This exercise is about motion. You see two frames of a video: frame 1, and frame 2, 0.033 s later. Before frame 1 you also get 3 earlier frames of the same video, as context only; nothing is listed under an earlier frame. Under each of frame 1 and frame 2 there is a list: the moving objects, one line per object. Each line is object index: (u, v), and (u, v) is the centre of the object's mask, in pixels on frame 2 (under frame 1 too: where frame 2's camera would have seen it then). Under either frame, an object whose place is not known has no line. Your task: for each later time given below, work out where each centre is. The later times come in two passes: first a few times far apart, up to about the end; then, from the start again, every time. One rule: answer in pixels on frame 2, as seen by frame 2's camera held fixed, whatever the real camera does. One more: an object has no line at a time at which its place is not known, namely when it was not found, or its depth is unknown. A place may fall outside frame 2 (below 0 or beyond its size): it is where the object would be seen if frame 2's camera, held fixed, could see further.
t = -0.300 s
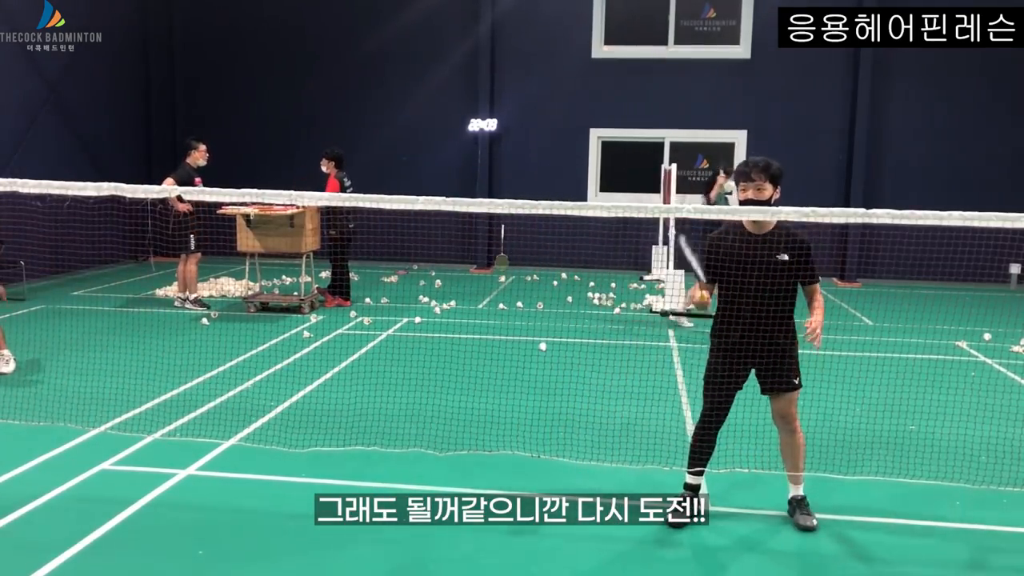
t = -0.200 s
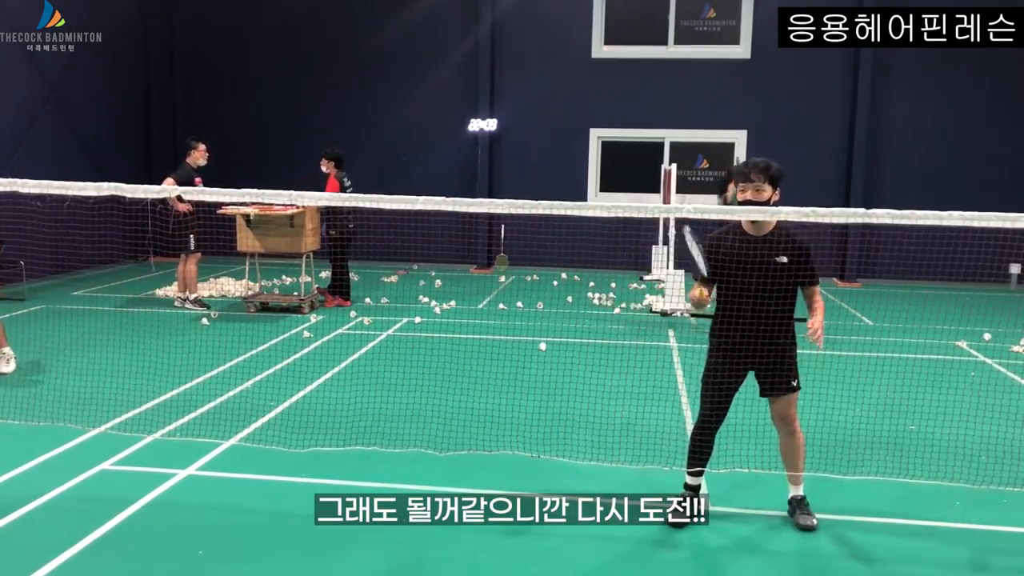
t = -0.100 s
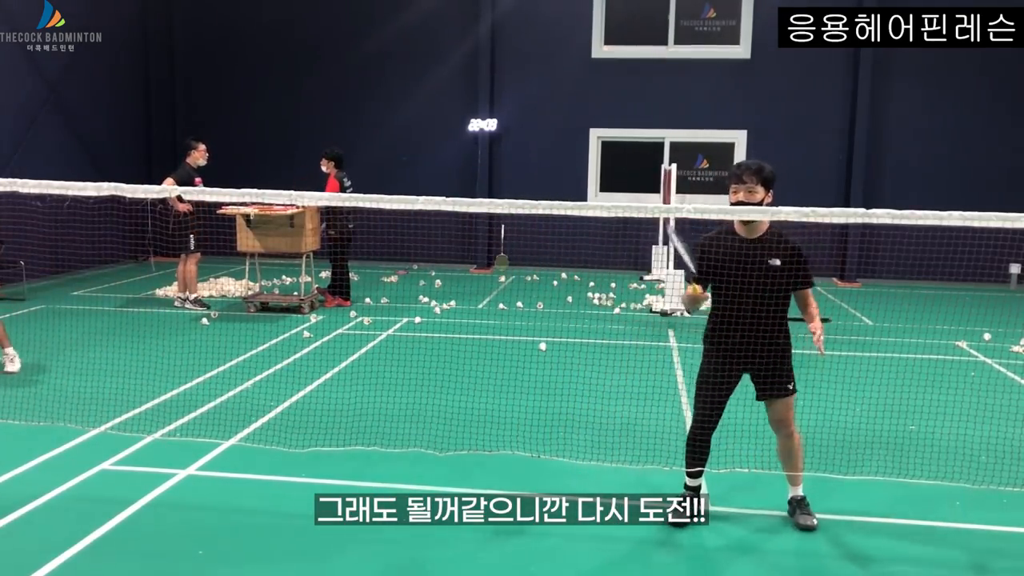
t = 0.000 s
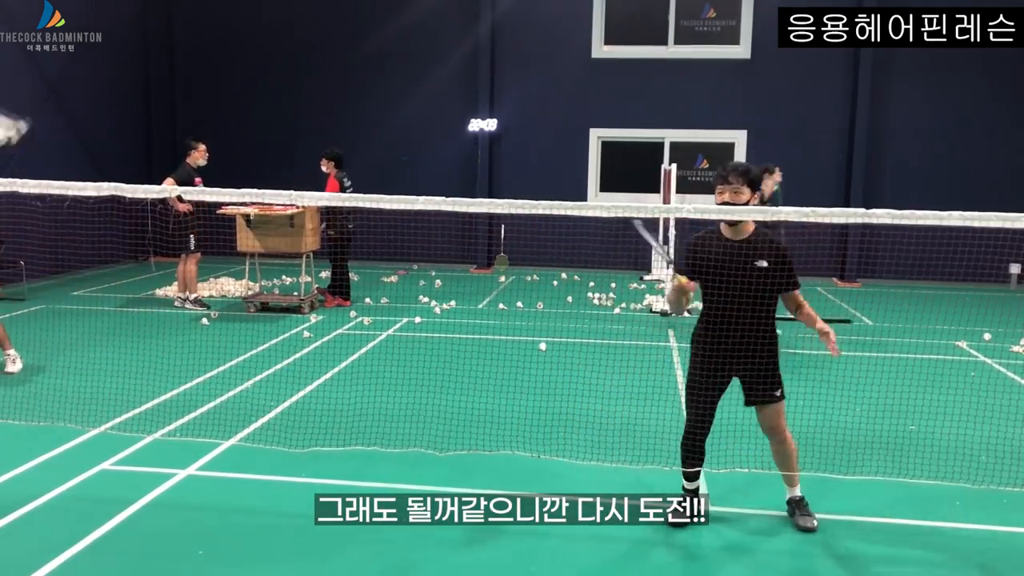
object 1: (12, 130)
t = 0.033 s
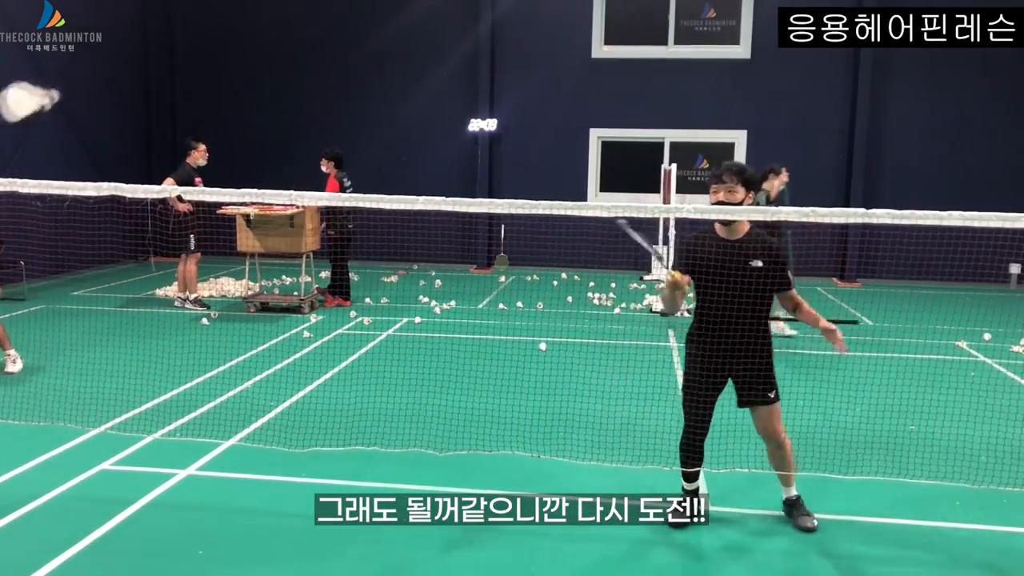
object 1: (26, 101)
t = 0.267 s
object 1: (201, 61)
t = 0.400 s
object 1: (272, 116)
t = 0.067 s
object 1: (56, 80)
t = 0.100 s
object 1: (87, 66)
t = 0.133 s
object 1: (114, 57)
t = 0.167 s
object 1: (139, 52)
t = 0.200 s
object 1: (161, 51)
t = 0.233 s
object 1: (182, 54)
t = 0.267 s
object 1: (201, 61)
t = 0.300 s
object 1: (219, 70)
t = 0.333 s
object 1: (237, 82)
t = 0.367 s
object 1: (255, 97)
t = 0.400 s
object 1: (272, 116)
